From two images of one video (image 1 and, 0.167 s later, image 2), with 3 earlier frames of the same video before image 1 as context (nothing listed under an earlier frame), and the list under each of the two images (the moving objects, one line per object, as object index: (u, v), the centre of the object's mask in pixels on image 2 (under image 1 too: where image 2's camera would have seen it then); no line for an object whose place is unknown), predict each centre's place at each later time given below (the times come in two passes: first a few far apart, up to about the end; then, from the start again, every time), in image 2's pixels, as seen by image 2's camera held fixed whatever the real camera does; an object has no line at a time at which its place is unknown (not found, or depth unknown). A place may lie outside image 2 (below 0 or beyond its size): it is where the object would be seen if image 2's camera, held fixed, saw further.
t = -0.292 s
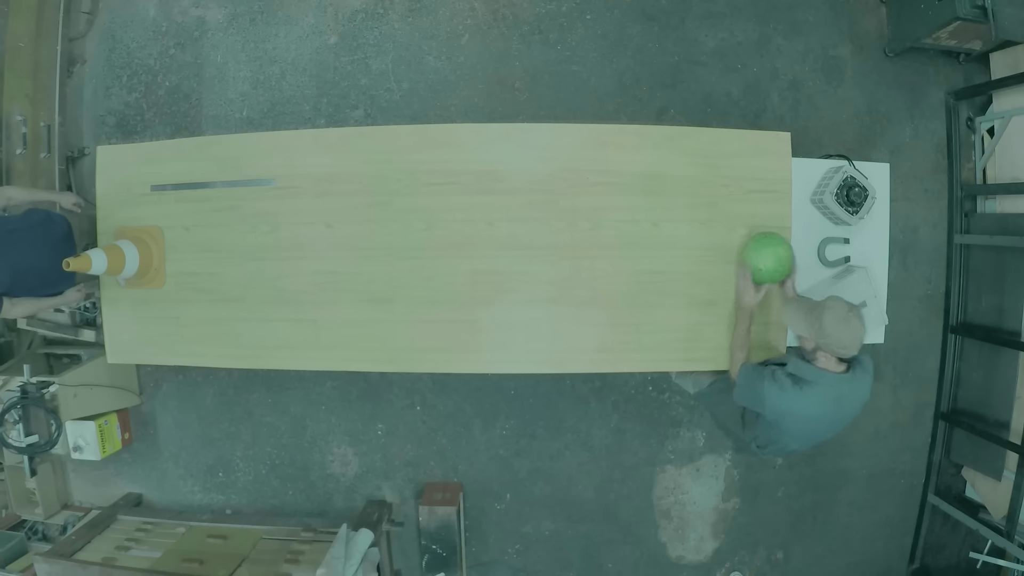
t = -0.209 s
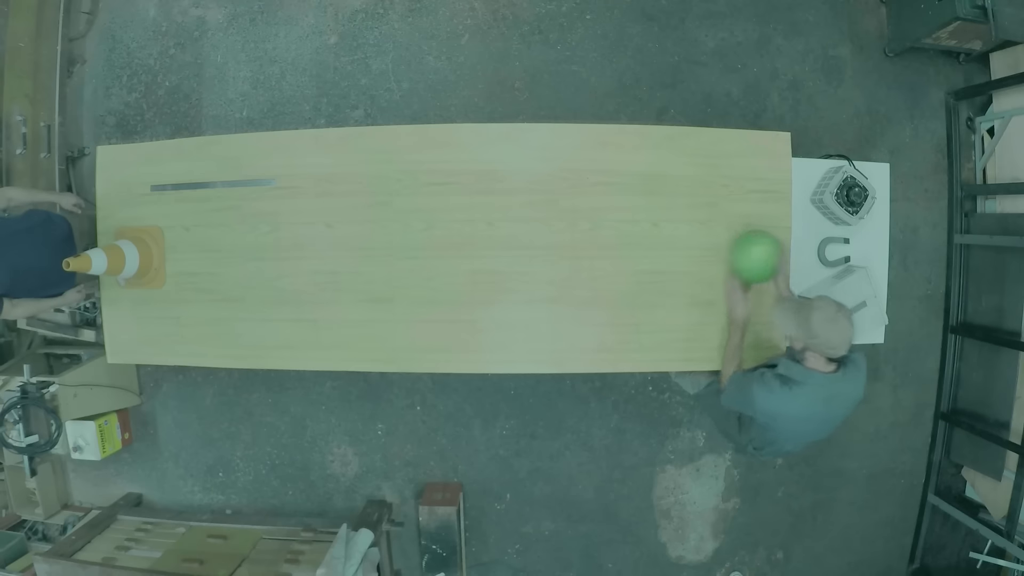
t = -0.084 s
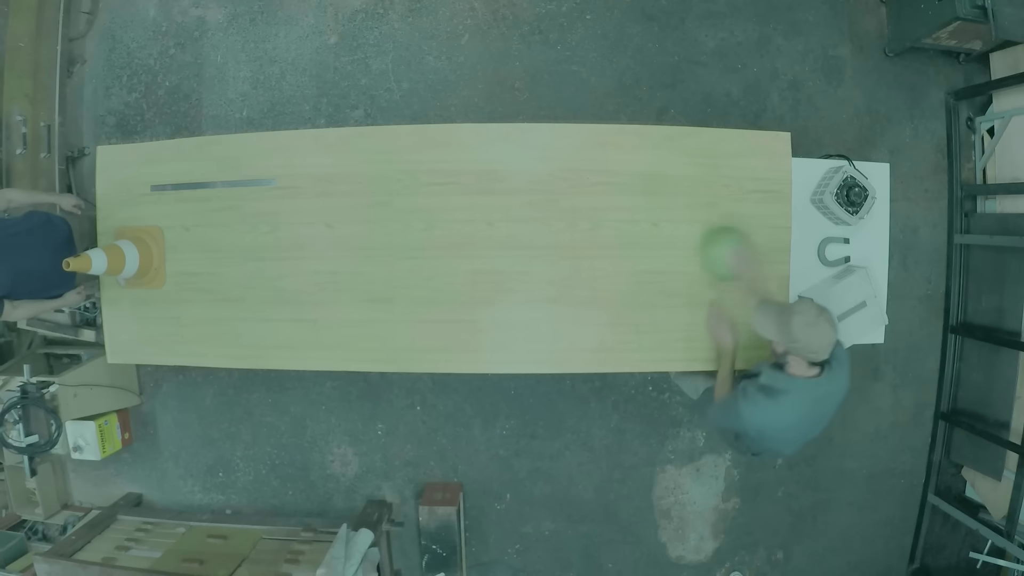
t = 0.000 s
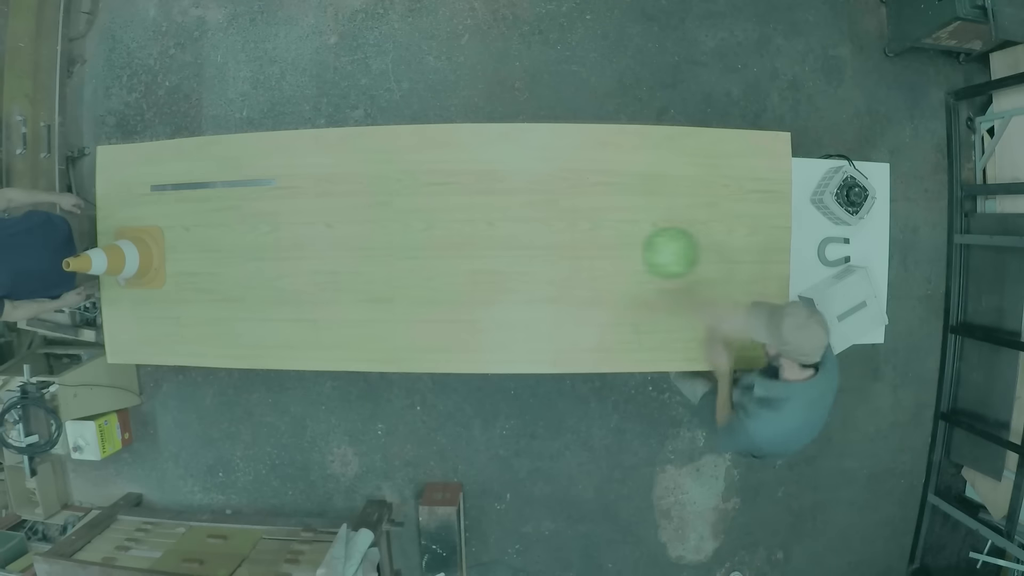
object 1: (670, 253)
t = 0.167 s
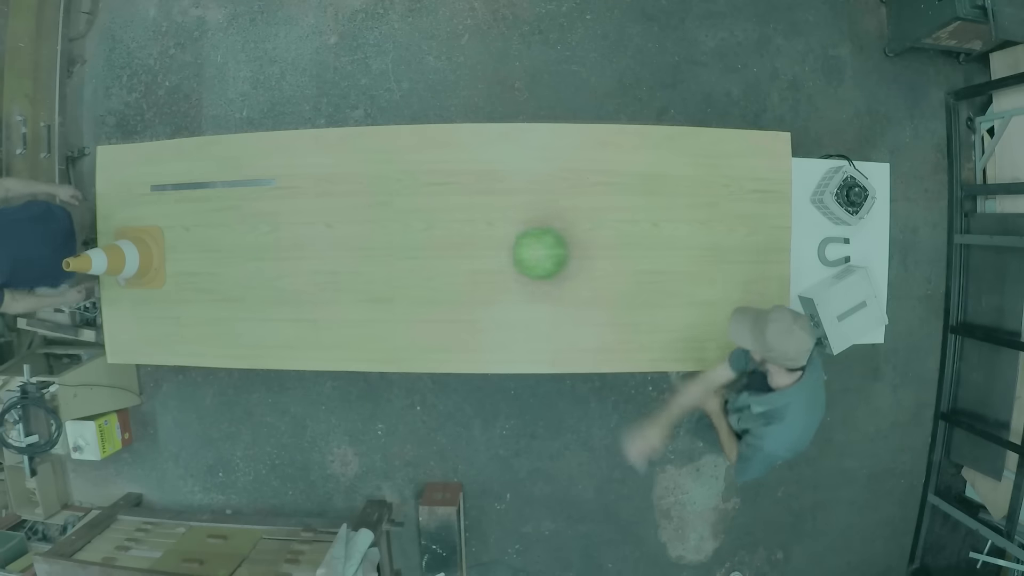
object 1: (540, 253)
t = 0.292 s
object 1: (467, 254)
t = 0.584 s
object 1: (368, 255)
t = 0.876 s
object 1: (311, 255)
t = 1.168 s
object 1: (283, 256)
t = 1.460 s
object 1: (274, 256)
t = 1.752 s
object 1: (274, 256)
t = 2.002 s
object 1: (274, 256)
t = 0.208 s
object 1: (513, 253)
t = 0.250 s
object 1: (488, 254)
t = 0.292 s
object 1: (467, 254)
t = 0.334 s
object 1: (448, 254)
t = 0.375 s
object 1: (440, 254)
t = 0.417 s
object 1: (424, 254)
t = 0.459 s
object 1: (408, 255)
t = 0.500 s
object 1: (394, 255)
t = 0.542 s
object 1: (381, 255)
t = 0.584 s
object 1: (368, 255)
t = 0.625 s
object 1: (357, 255)
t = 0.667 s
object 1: (348, 255)
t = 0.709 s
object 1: (338, 255)
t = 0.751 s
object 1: (329, 255)
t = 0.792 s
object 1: (325, 255)
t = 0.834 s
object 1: (317, 255)
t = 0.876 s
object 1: (311, 255)
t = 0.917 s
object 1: (305, 255)
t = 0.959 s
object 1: (299, 255)
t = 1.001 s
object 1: (295, 255)
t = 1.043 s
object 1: (291, 256)
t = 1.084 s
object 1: (287, 256)
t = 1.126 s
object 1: (284, 255)
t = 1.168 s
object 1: (283, 256)
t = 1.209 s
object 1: (281, 256)
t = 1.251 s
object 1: (279, 256)
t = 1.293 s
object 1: (277, 256)
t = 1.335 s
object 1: (276, 256)
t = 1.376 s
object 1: (275, 255)
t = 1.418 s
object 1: (274, 256)
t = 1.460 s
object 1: (274, 256)
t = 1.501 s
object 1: (274, 256)
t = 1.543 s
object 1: (274, 256)
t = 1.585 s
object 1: (274, 256)
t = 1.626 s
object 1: (274, 256)
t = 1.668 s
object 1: (274, 256)
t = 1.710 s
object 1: (274, 256)
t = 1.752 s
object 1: (274, 256)
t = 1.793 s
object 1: (274, 256)
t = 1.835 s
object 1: (274, 256)
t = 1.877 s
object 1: (274, 256)
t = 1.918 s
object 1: (274, 256)
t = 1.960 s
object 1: (274, 256)
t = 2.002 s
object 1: (274, 256)
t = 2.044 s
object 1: (274, 256)
